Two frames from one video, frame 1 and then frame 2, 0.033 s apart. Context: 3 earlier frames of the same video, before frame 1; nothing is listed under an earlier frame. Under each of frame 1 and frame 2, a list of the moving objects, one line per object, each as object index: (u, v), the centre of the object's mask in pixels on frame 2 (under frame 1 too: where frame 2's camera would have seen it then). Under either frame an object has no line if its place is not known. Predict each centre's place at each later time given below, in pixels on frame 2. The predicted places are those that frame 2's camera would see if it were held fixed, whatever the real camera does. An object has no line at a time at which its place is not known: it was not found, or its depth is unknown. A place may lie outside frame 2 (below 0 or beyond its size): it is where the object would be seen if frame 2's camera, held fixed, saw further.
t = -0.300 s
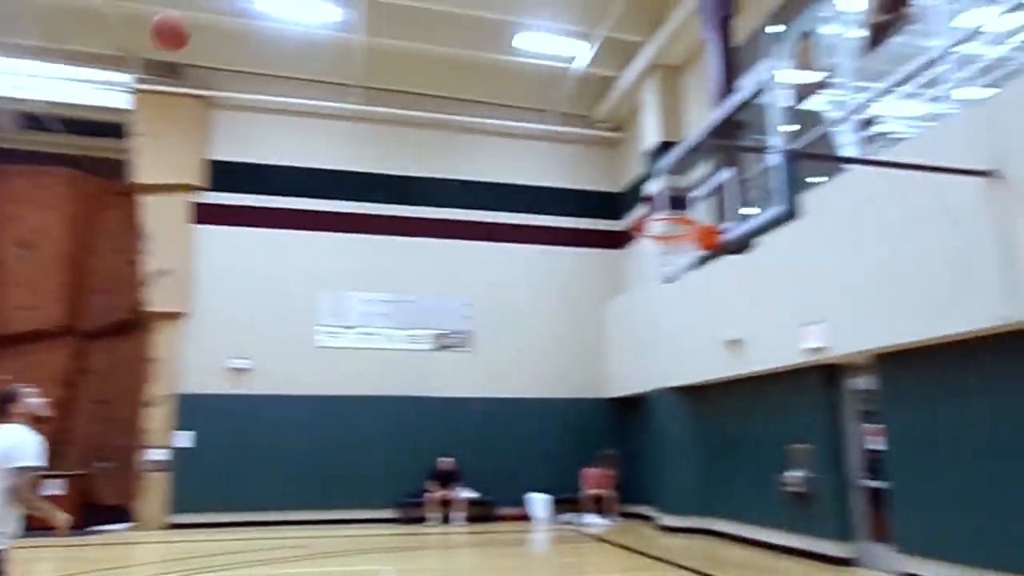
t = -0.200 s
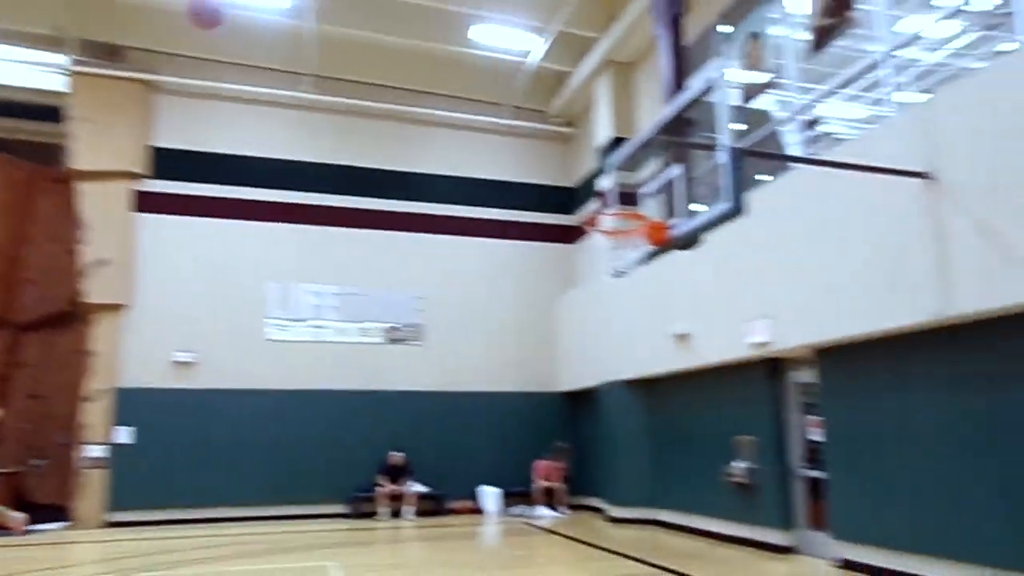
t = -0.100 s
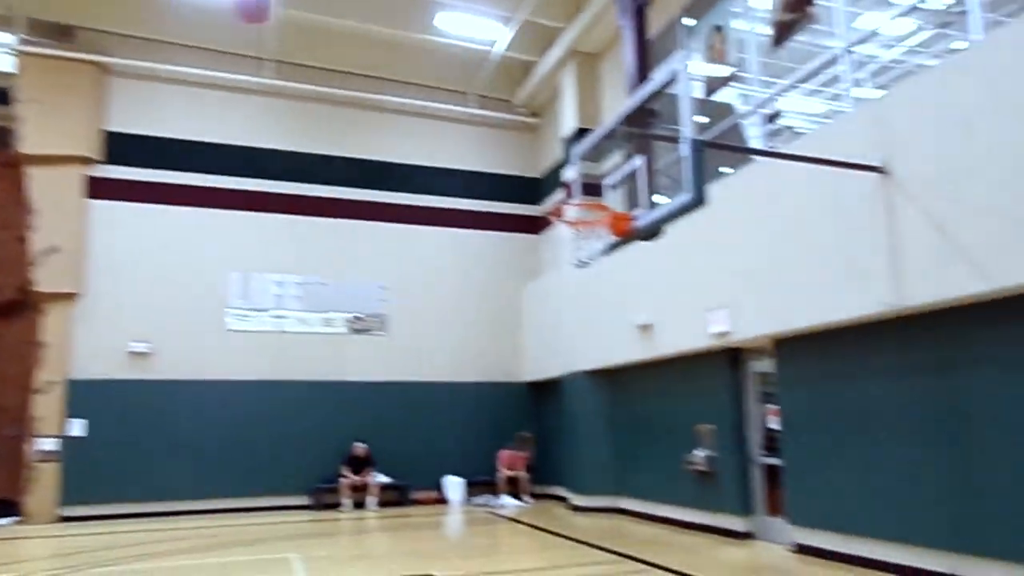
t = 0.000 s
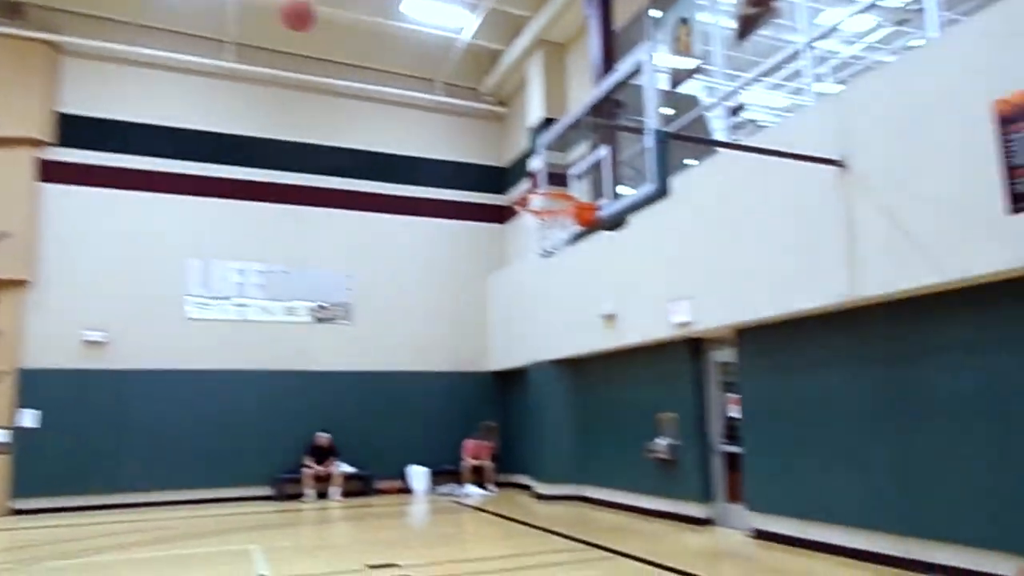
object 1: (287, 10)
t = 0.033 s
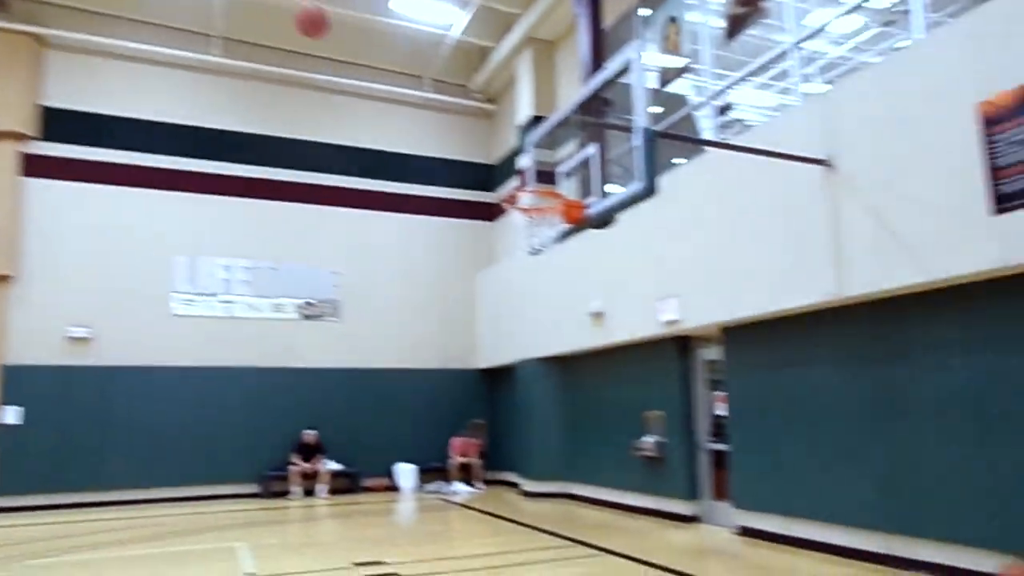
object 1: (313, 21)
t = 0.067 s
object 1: (339, 34)
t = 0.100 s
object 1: (366, 49)
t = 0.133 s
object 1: (392, 65)
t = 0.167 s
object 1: (416, 80)
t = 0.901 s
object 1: (479, 306)
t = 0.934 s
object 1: (477, 323)
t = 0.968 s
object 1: (475, 342)
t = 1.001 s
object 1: (474, 366)
